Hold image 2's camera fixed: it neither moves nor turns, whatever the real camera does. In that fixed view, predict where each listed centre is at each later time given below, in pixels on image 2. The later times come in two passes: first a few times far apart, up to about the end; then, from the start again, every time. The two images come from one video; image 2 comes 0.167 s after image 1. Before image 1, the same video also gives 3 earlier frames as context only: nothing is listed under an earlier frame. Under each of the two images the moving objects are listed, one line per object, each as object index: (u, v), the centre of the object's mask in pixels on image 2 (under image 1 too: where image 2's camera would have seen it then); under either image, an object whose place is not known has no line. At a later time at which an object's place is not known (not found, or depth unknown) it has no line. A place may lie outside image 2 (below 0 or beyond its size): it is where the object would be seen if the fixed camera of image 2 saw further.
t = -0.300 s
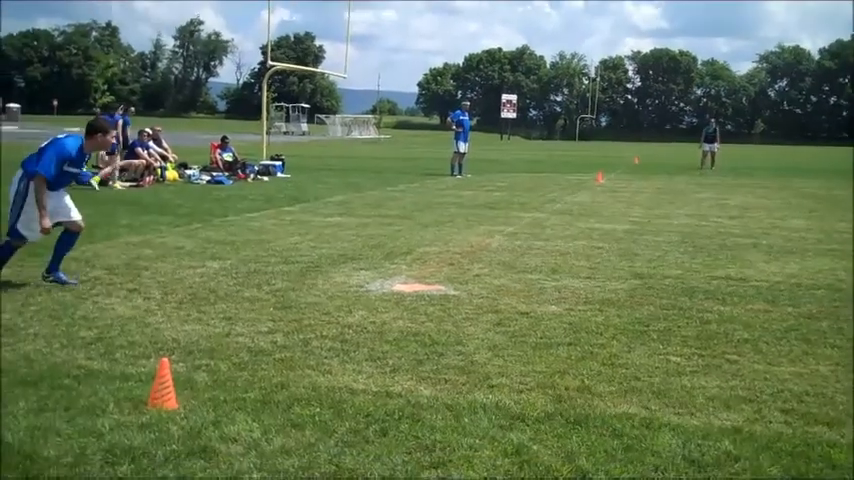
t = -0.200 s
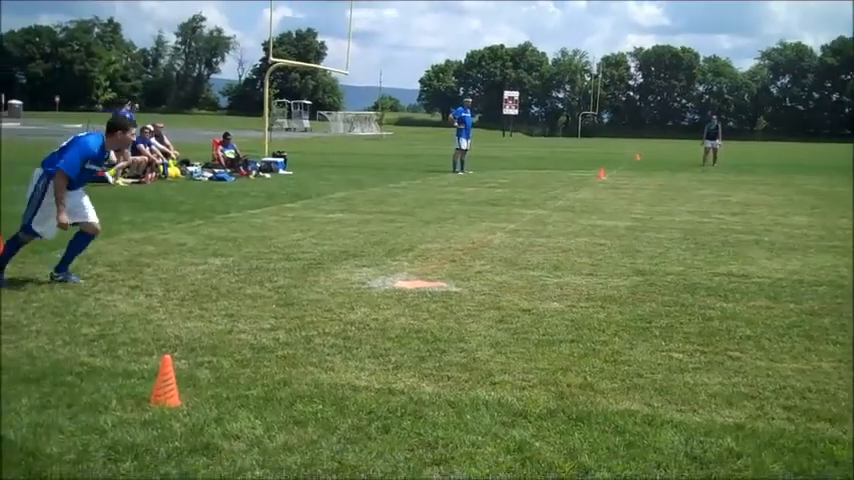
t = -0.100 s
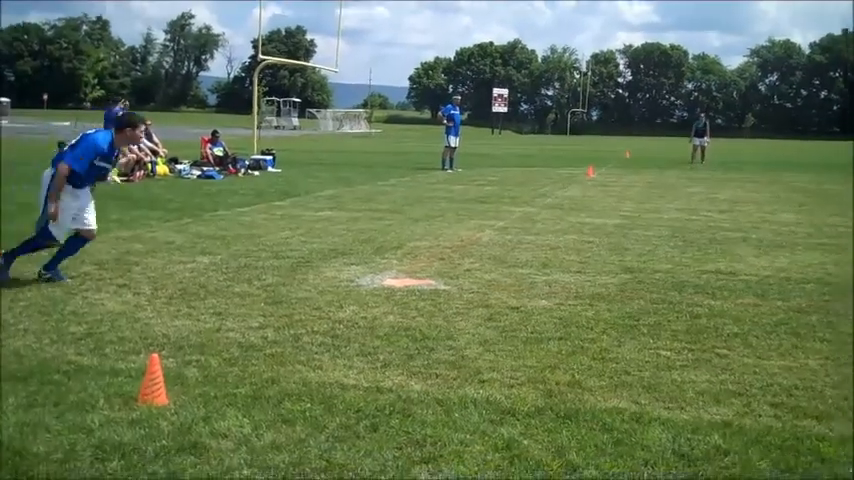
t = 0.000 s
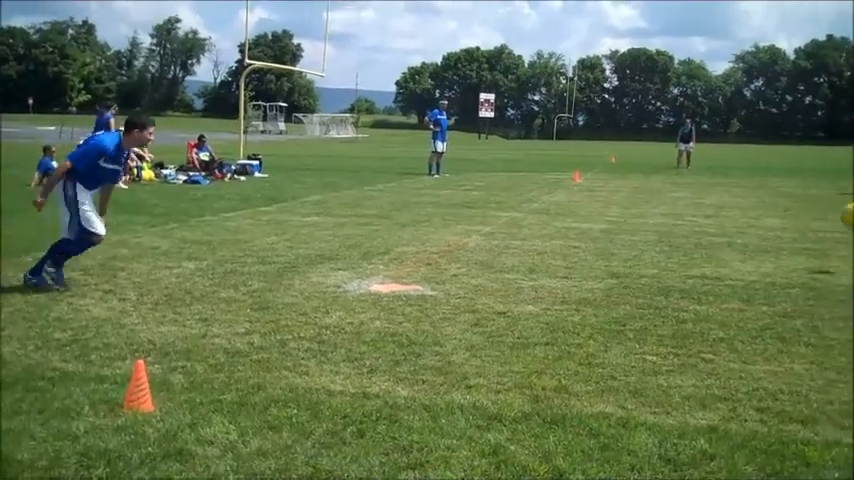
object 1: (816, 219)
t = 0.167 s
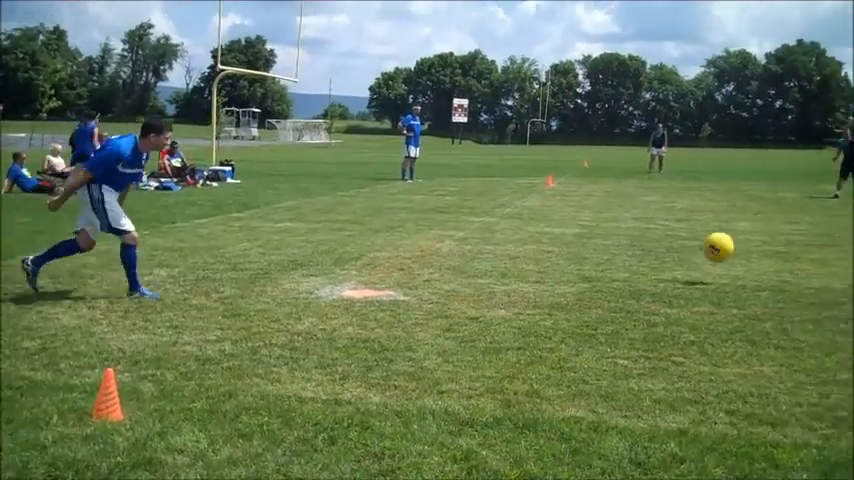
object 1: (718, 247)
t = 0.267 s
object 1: (646, 278)
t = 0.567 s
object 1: (443, 277)
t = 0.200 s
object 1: (694, 259)
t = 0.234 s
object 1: (670, 272)
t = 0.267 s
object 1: (646, 278)
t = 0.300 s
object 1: (626, 275)
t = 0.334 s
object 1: (607, 269)
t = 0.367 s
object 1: (585, 266)
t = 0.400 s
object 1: (562, 265)
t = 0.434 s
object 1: (541, 263)
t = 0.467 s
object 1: (517, 264)
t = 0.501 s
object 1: (492, 268)
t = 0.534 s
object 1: (469, 271)
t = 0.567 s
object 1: (443, 277)
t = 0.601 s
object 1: (417, 286)
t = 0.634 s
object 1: (391, 296)
